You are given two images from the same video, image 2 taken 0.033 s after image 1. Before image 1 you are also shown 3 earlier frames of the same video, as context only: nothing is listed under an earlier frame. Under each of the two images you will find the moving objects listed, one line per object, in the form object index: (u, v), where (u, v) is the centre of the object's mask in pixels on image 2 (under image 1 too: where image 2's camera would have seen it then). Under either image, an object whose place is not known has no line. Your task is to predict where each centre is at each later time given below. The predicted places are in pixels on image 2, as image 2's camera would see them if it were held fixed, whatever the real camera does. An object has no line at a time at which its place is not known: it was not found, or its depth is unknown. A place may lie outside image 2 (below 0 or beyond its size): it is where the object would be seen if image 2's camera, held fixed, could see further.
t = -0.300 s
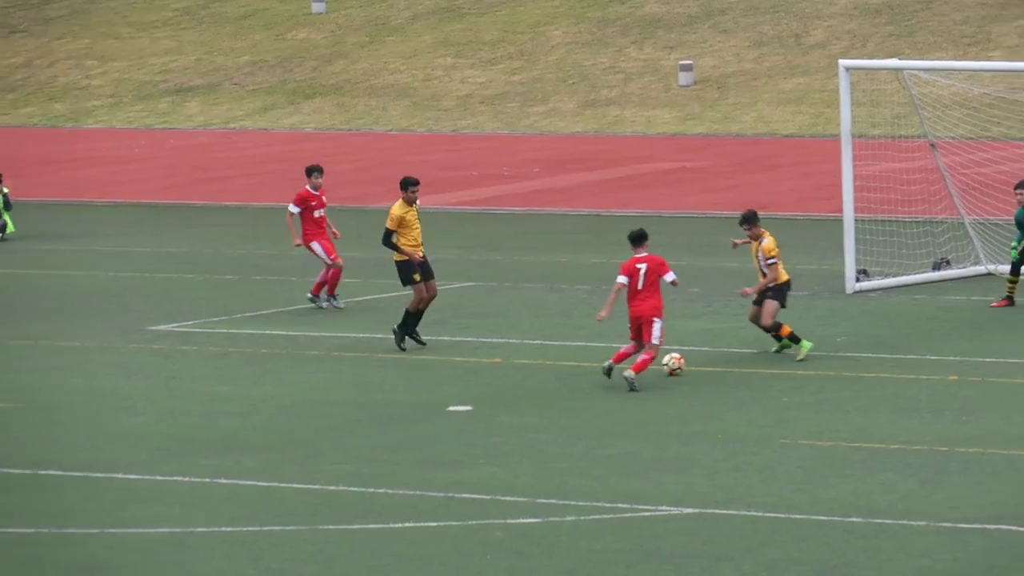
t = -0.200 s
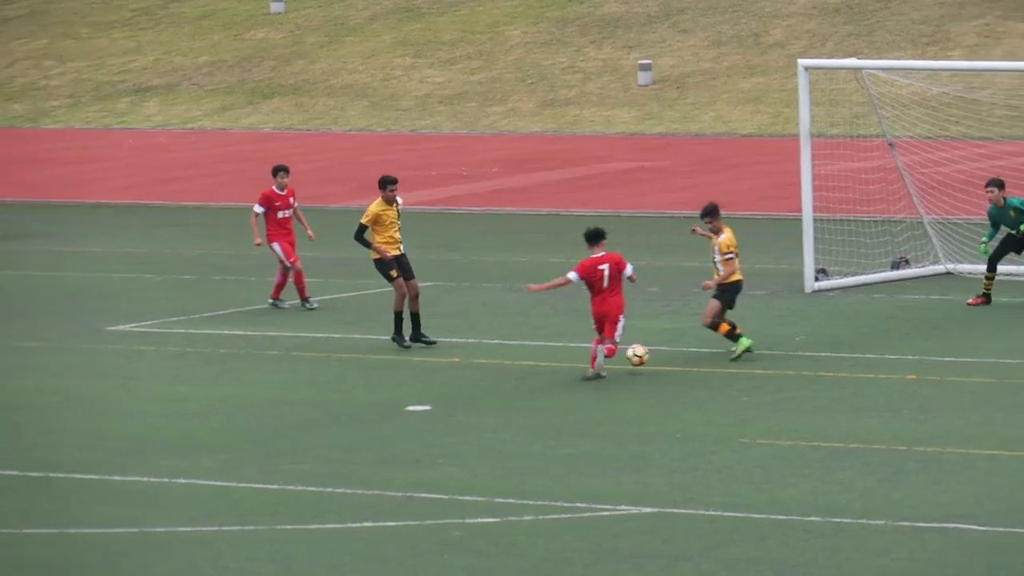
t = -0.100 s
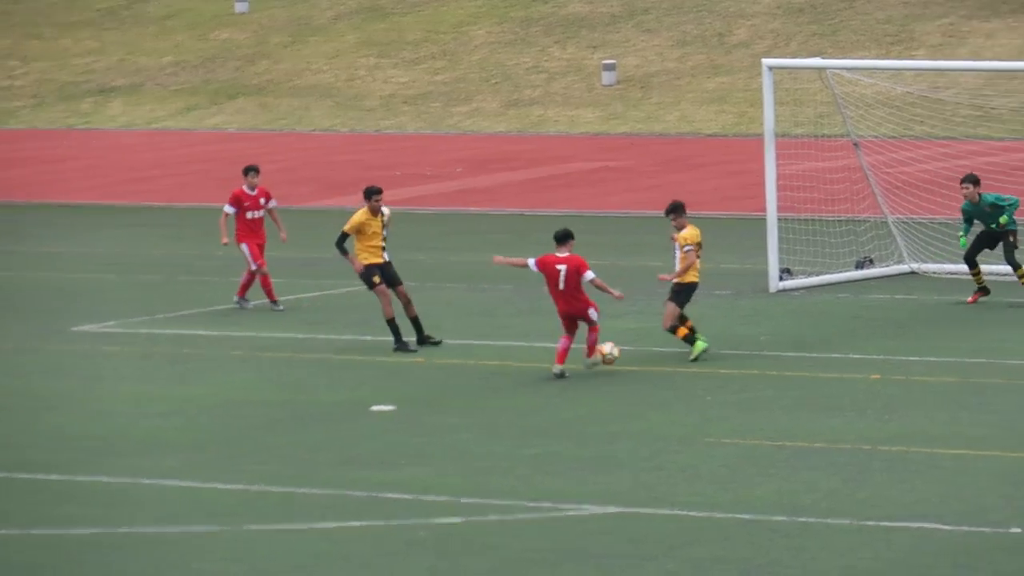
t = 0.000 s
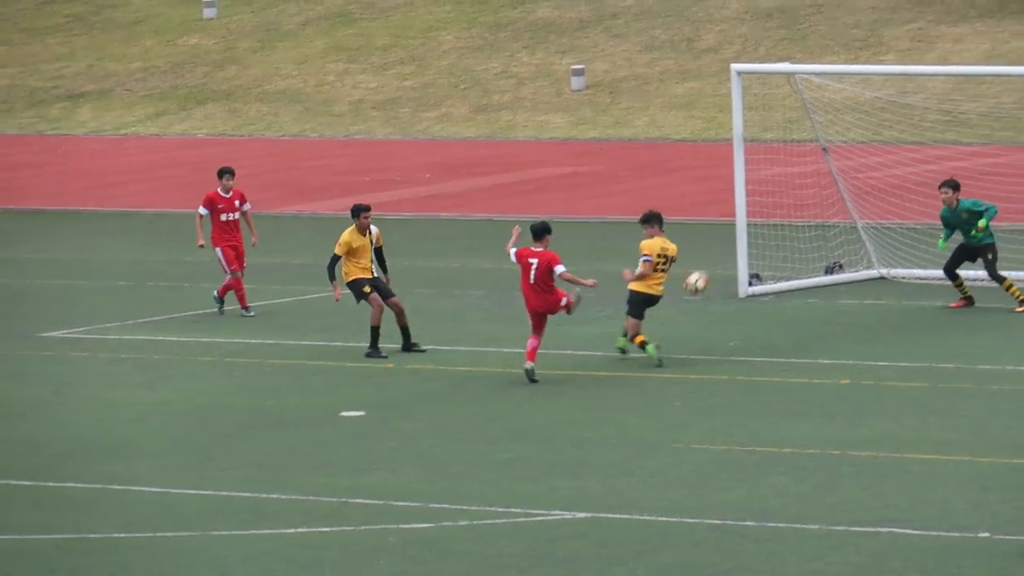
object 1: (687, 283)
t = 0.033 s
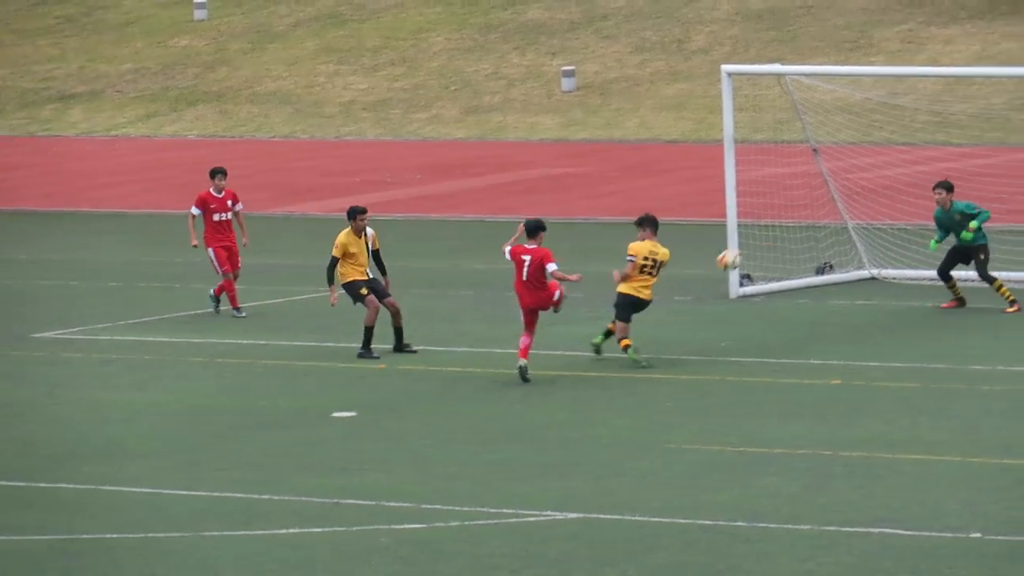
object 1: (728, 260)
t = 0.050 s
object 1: (750, 247)
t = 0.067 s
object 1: (770, 237)
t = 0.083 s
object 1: (791, 227)
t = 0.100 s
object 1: (813, 216)
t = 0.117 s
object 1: (834, 208)
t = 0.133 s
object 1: (854, 199)
